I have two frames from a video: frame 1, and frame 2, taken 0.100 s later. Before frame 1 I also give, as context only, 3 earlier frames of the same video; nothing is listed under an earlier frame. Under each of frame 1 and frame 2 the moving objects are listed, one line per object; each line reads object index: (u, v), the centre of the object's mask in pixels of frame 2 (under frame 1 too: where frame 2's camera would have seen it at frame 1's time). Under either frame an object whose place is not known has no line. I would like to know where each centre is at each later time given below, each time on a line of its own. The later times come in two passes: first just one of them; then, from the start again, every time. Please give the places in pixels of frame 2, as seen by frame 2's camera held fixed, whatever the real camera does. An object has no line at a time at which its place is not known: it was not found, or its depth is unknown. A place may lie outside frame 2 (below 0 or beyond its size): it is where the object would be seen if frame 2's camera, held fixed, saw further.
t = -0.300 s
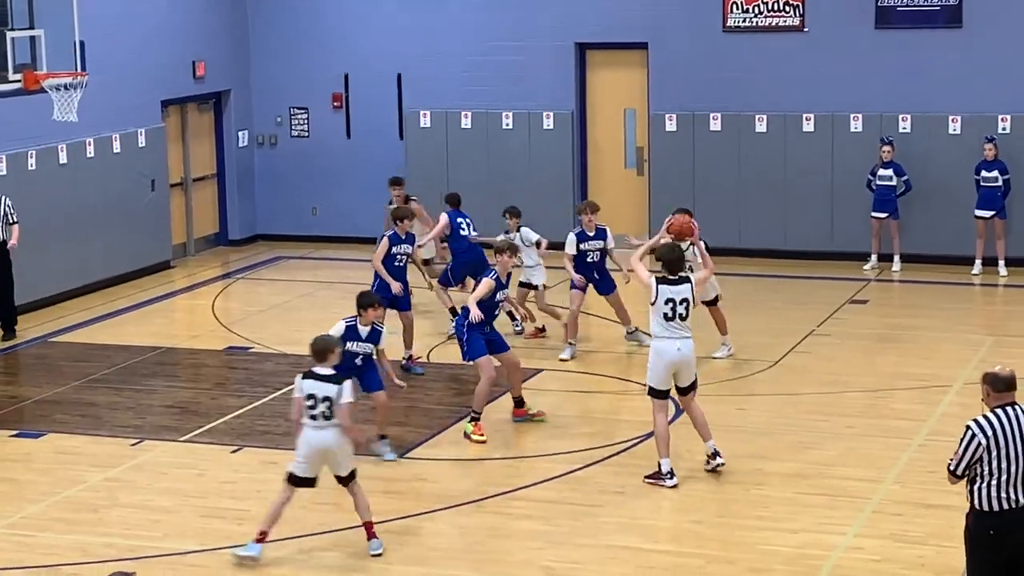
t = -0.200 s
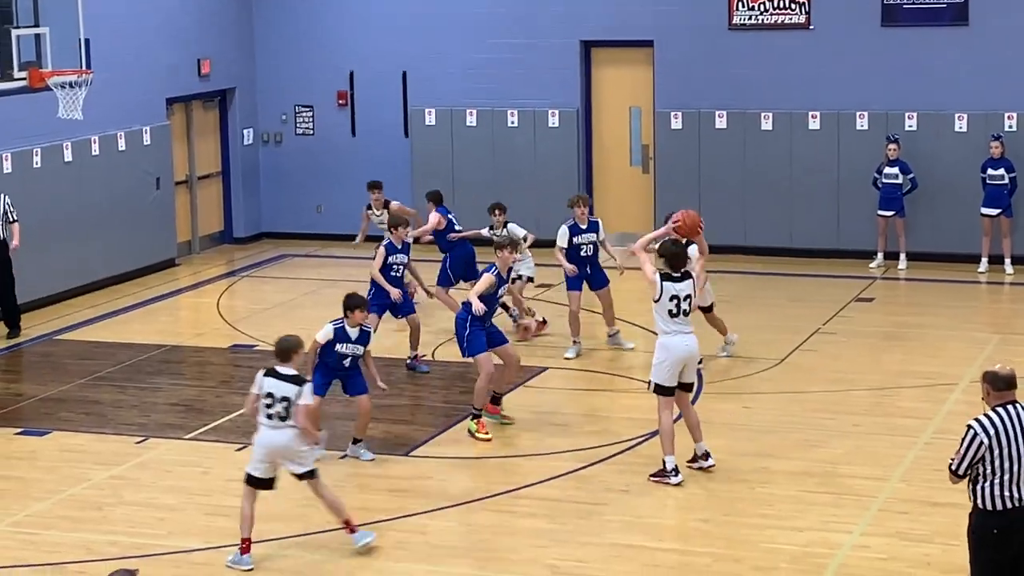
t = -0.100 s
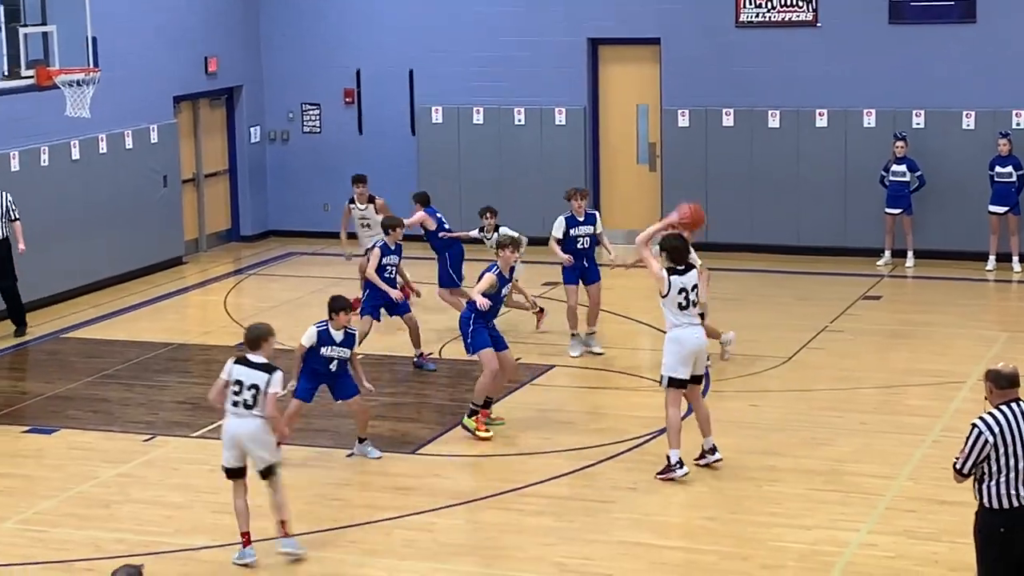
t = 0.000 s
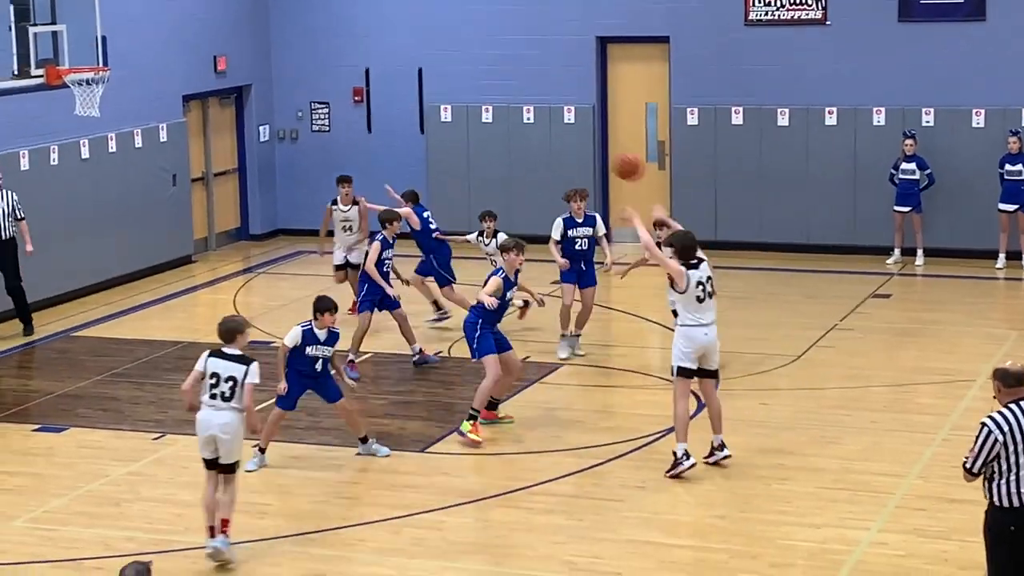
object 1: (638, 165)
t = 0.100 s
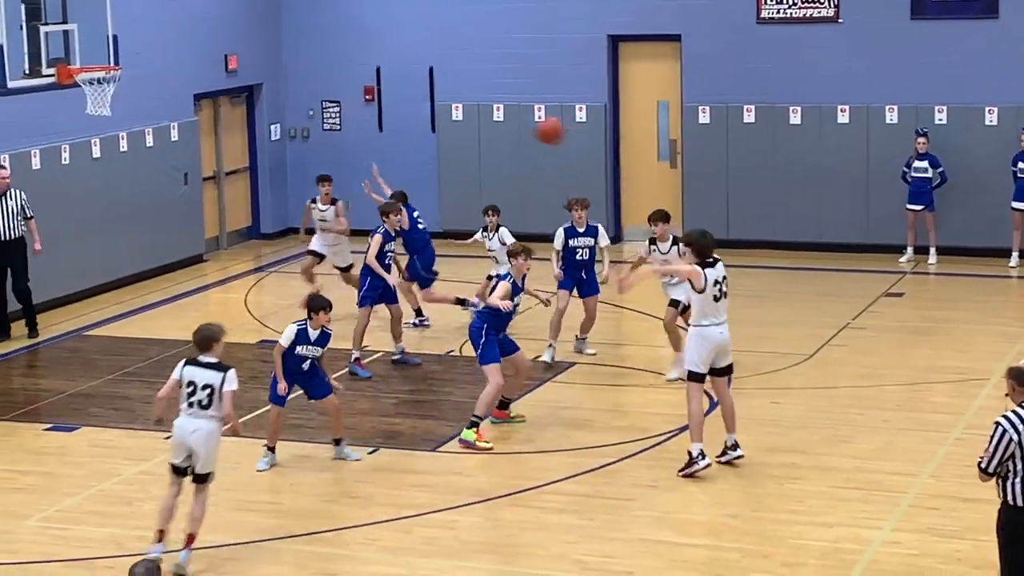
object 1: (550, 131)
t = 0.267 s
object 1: (415, 103)
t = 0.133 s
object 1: (521, 122)
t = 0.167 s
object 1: (493, 116)
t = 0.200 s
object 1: (468, 110)
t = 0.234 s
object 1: (441, 105)
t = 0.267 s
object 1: (415, 103)
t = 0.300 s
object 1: (392, 102)
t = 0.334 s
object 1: (366, 101)
